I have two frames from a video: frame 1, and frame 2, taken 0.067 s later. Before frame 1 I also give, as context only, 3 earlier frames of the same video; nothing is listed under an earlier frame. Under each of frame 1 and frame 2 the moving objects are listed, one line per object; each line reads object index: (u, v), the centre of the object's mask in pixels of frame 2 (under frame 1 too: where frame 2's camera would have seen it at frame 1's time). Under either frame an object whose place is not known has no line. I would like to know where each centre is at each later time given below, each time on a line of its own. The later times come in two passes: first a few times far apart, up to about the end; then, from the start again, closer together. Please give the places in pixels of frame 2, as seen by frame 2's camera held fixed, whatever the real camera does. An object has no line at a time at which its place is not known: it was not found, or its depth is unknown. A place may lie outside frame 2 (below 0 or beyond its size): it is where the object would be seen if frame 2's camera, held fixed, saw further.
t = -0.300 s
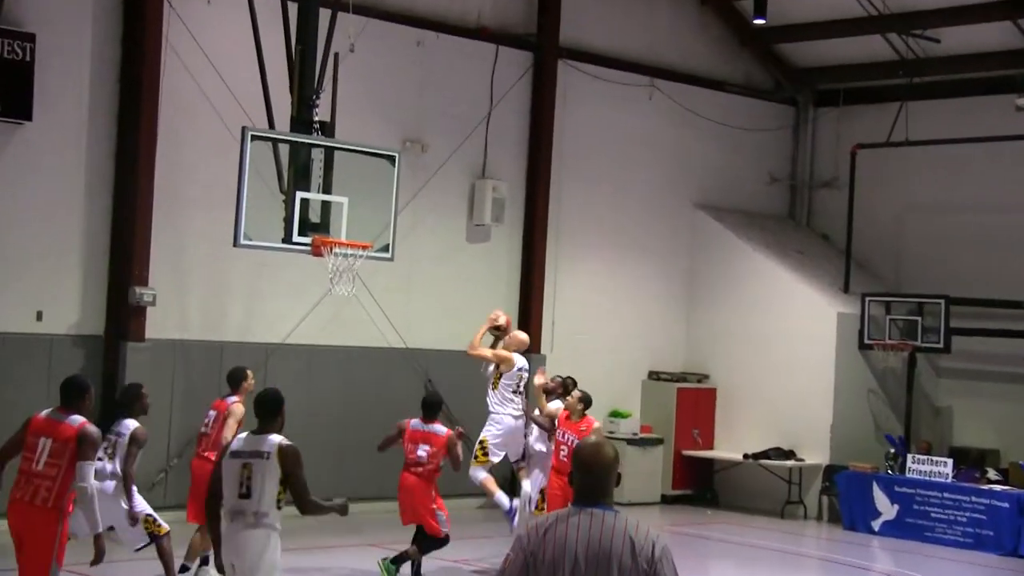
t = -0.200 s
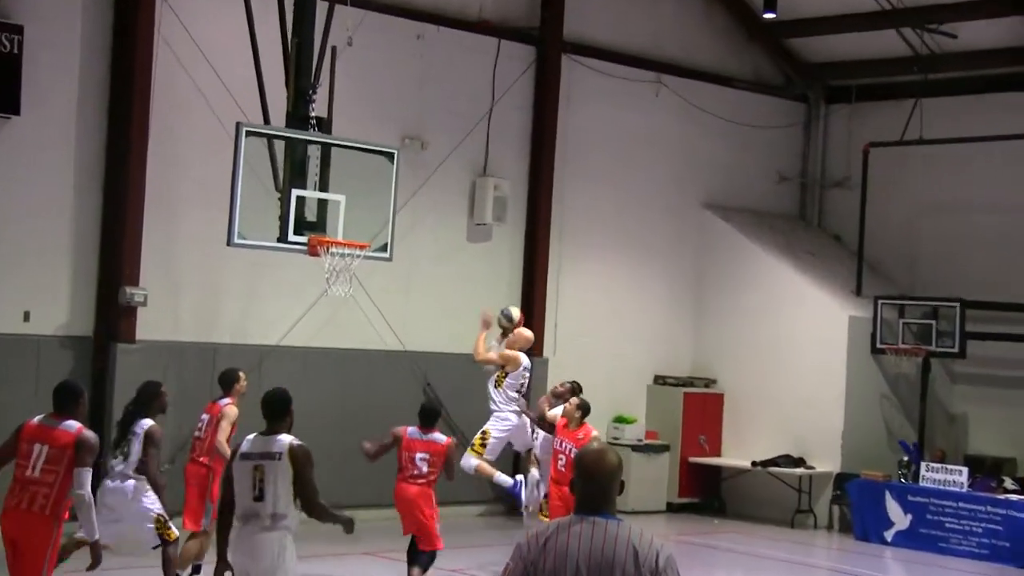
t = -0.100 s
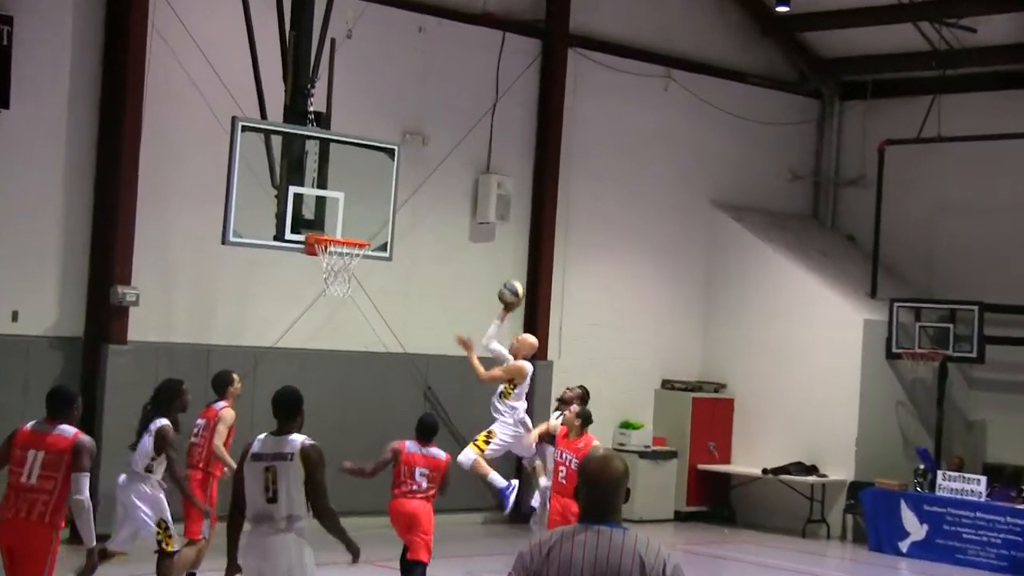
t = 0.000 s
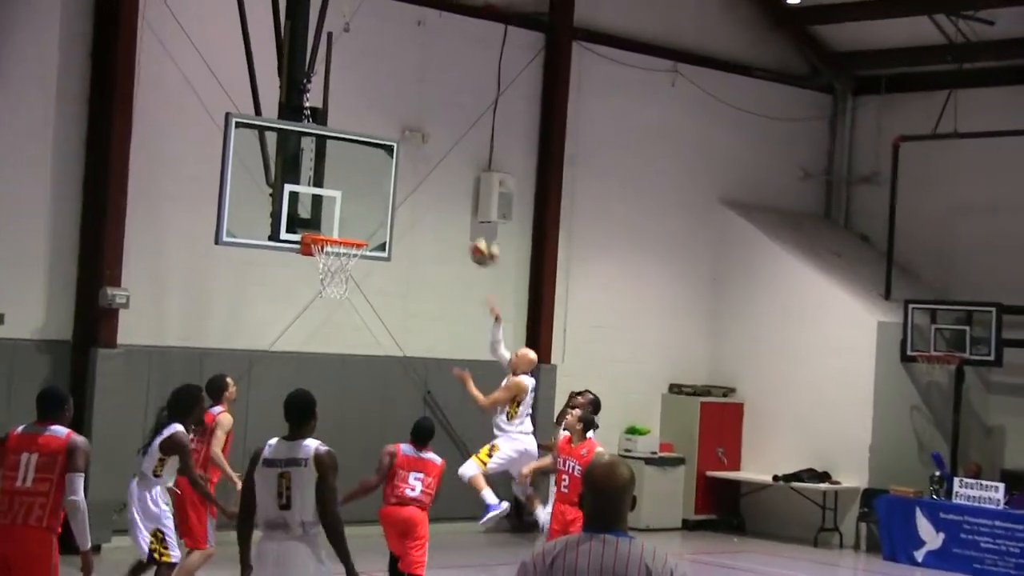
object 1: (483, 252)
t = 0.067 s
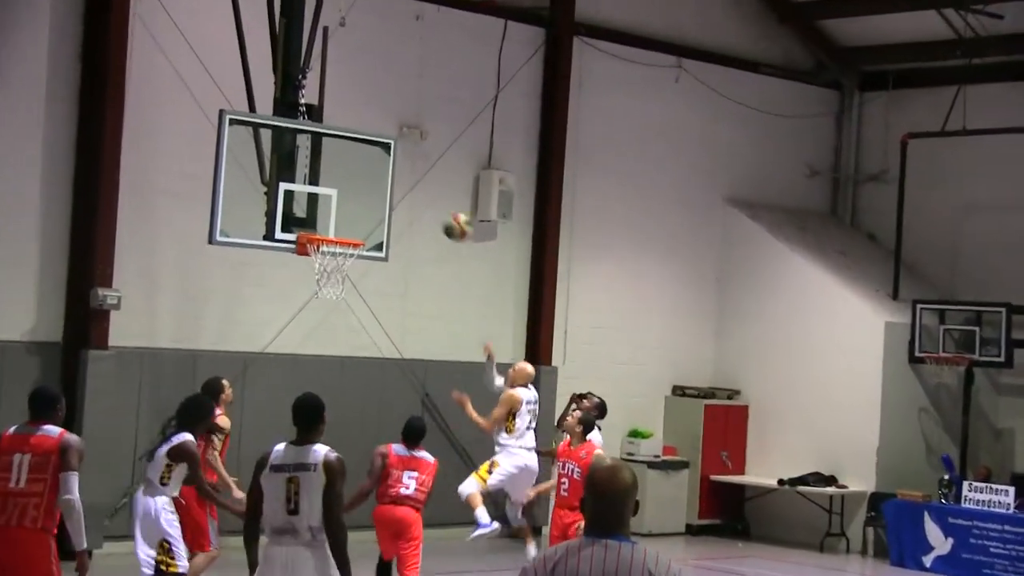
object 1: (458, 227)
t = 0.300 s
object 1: (363, 178)
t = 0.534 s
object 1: (337, 199)
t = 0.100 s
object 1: (444, 216)
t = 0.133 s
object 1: (430, 206)
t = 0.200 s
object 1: (404, 191)
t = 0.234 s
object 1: (390, 184)
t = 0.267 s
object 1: (377, 181)
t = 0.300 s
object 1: (363, 178)
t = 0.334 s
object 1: (351, 177)
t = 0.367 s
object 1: (349, 177)
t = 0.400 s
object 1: (347, 179)
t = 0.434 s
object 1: (344, 182)
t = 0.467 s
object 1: (342, 186)
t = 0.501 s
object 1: (340, 192)
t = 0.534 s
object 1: (337, 199)
